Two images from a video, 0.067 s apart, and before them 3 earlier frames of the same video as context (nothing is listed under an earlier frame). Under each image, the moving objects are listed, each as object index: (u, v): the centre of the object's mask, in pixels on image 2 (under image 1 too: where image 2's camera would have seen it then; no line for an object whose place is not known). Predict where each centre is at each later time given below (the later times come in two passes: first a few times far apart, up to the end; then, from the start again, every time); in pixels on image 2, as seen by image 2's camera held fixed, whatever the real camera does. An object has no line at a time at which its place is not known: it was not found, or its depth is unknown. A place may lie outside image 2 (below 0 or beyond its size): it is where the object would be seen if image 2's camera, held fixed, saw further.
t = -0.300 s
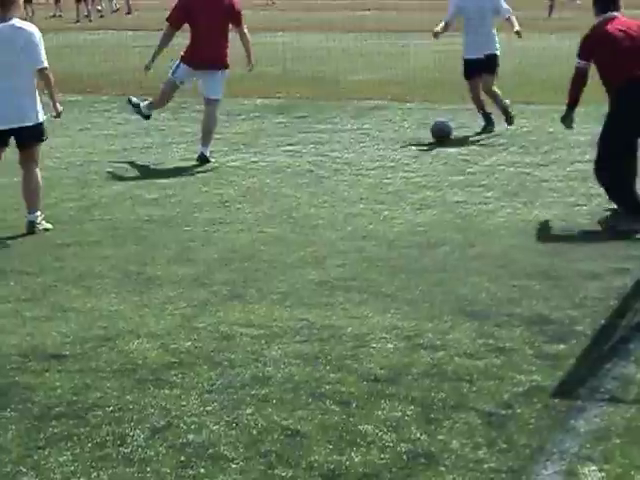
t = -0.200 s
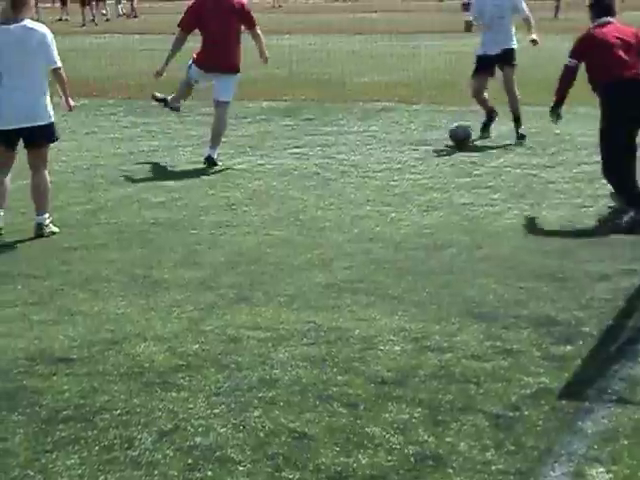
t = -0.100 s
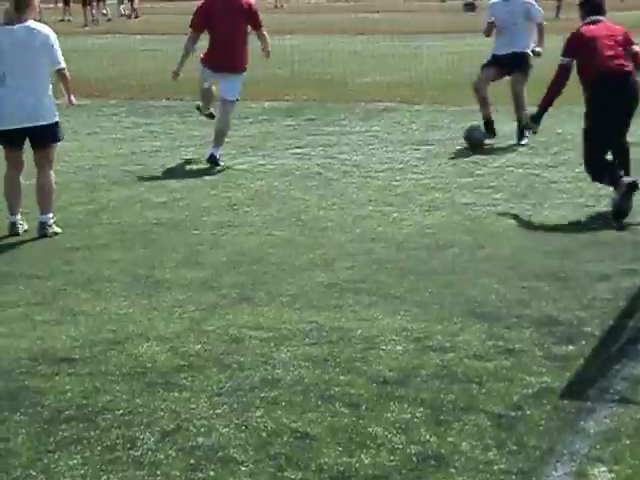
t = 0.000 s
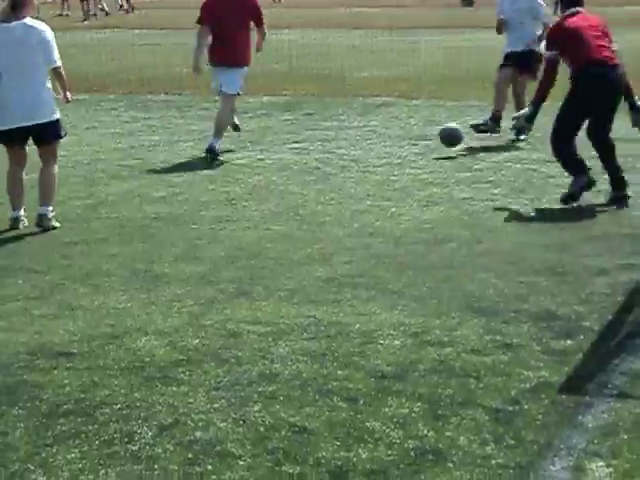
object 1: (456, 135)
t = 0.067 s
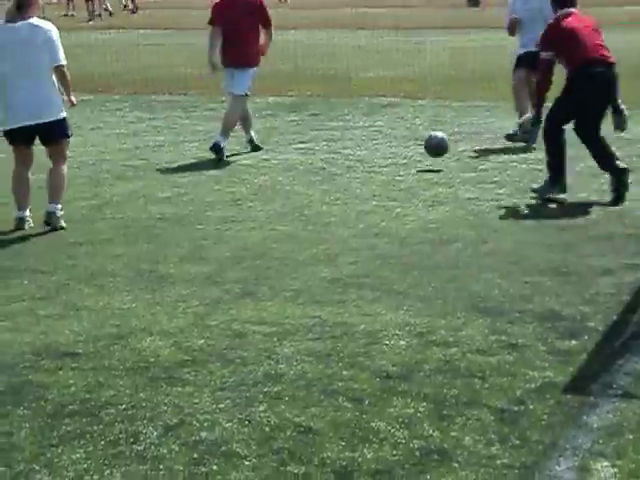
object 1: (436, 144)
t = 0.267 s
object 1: (375, 183)
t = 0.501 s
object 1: (296, 254)
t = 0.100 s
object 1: (426, 151)
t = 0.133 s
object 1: (416, 160)
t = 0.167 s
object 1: (404, 171)
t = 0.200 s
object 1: (394, 183)
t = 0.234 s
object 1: (386, 183)
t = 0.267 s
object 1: (375, 183)
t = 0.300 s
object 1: (365, 186)
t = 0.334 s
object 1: (355, 191)
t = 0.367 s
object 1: (344, 199)
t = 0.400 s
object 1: (333, 208)
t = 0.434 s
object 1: (321, 220)
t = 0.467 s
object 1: (308, 235)
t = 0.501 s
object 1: (296, 254)
